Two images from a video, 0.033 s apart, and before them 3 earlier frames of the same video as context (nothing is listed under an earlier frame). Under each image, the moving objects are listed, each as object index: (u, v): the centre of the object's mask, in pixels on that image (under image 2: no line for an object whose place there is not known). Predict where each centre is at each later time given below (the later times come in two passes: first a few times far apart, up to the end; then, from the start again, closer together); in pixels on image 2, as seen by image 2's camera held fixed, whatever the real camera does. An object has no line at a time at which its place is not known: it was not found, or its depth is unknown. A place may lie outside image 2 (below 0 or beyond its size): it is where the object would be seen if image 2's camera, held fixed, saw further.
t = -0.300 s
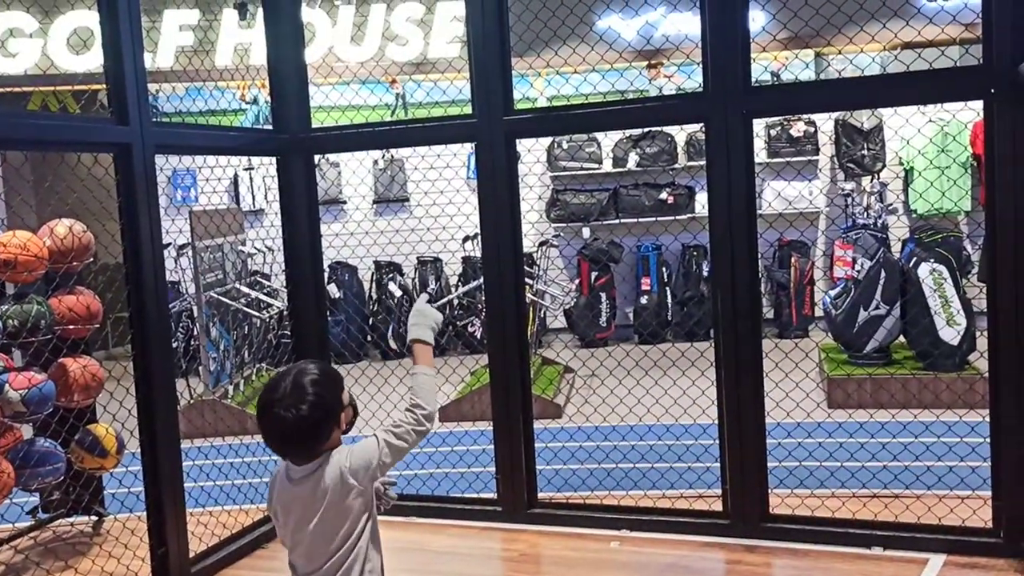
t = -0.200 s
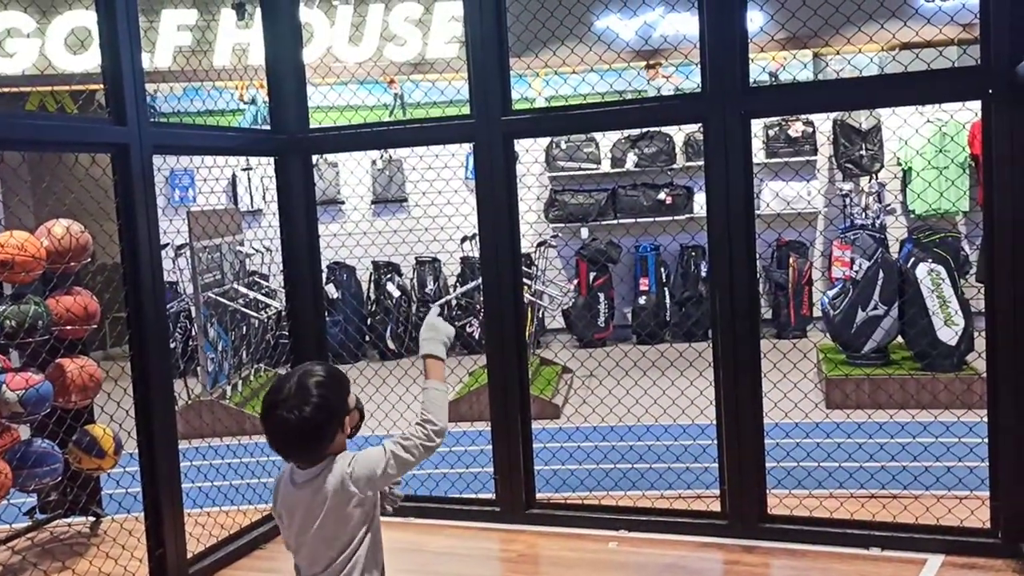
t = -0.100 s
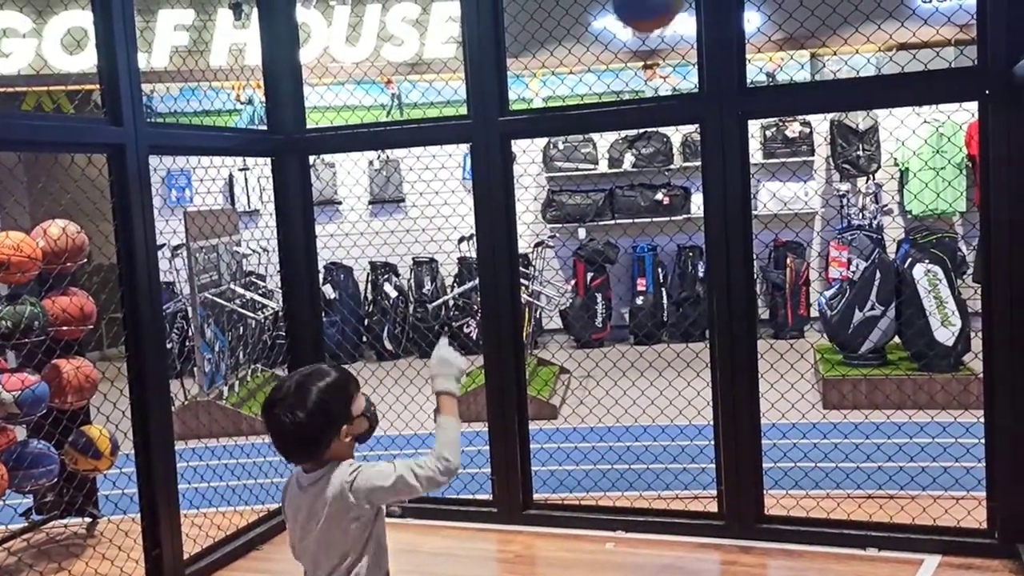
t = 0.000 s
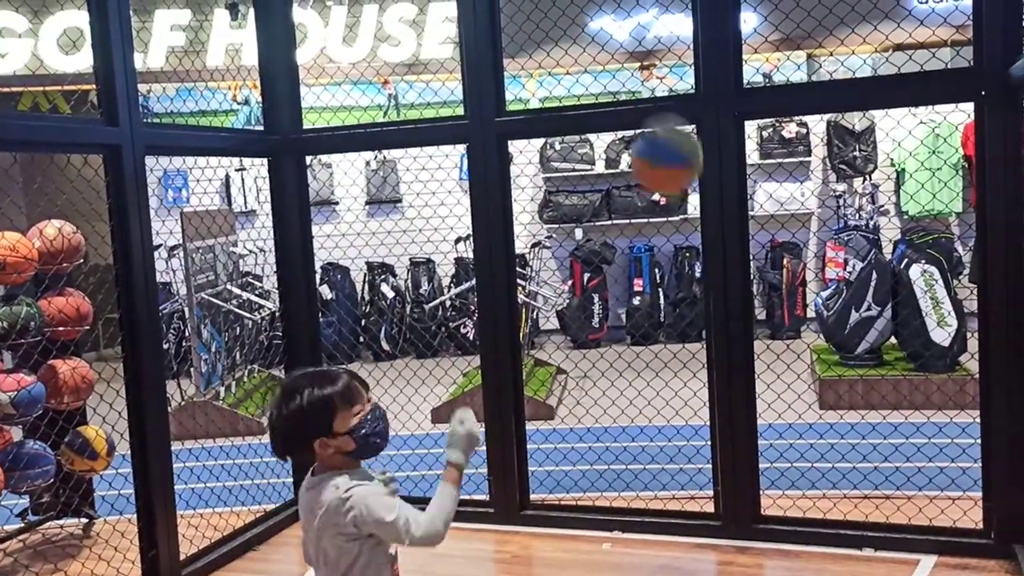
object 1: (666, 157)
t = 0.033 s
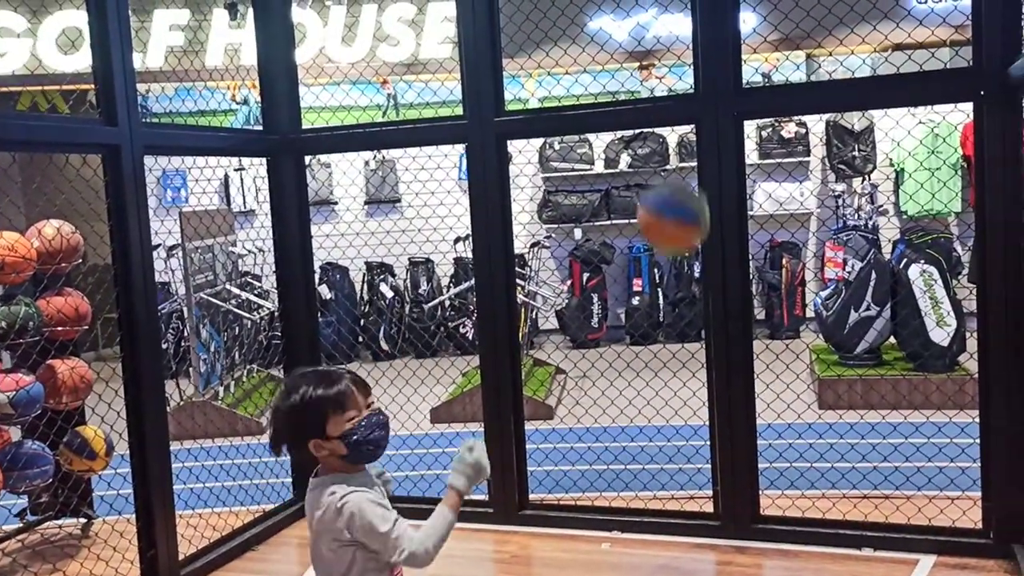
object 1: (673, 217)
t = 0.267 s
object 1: (725, 548)
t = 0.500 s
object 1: (761, 232)
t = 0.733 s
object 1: (814, 57)
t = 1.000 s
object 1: (877, 71)
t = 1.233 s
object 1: (933, 276)
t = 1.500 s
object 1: (996, 523)
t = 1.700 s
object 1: (991, 382)
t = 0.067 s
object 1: (682, 281)
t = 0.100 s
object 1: (689, 340)
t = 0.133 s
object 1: (699, 412)
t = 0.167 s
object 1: (707, 485)
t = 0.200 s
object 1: (712, 547)
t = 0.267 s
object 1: (725, 548)
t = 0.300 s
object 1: (731, 500)
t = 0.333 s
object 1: (735, 449)
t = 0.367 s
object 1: (740, 400)
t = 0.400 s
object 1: (745, 353)
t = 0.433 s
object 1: (748, 309)
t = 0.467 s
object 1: (754, 269)
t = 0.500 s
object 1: (761, 232)
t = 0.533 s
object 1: (769, 197)
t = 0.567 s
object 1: (777, 165)
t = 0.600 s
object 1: (784, 136)
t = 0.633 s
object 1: (791, 112)
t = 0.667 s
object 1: (798, 89)
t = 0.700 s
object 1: (806, 71)
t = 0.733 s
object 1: (814, 57)
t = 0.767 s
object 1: (821, 45)
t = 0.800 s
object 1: (829, 38)
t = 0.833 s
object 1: (837, 34)
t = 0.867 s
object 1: (844, 34)
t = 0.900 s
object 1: (853, 37)
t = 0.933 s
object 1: (861, 45)
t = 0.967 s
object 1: (869, 56)
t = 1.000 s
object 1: (877, 71)
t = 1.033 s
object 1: (885, 89)
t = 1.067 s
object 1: (893, 110)
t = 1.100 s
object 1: (900, 136)
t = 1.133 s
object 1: (909, 168)
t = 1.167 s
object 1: (918, 202)
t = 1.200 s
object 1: (926, 238)
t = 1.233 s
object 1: (933, 276)
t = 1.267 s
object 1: (942, 323)
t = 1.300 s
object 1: (952, 367)
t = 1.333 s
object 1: (960, 416)
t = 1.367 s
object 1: (969, 470)
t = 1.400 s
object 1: (976, 522)
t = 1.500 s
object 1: (996, 523)
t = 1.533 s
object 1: (1008, 491)
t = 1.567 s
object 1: (1011, 455)
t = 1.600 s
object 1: (1007, 431)
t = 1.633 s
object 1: (1001, 411)
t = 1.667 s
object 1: (996, 394)
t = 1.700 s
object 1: (991, 382)
